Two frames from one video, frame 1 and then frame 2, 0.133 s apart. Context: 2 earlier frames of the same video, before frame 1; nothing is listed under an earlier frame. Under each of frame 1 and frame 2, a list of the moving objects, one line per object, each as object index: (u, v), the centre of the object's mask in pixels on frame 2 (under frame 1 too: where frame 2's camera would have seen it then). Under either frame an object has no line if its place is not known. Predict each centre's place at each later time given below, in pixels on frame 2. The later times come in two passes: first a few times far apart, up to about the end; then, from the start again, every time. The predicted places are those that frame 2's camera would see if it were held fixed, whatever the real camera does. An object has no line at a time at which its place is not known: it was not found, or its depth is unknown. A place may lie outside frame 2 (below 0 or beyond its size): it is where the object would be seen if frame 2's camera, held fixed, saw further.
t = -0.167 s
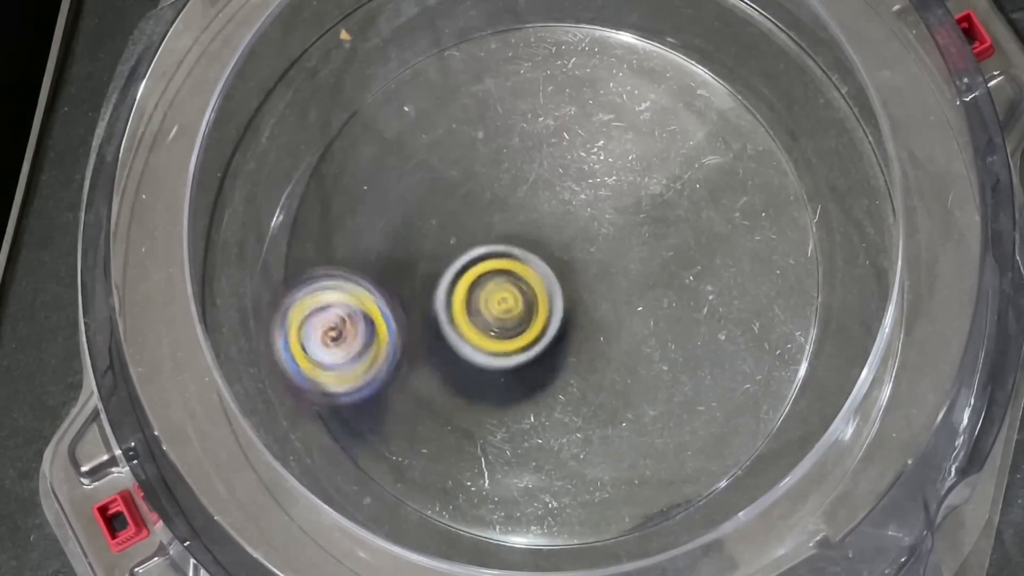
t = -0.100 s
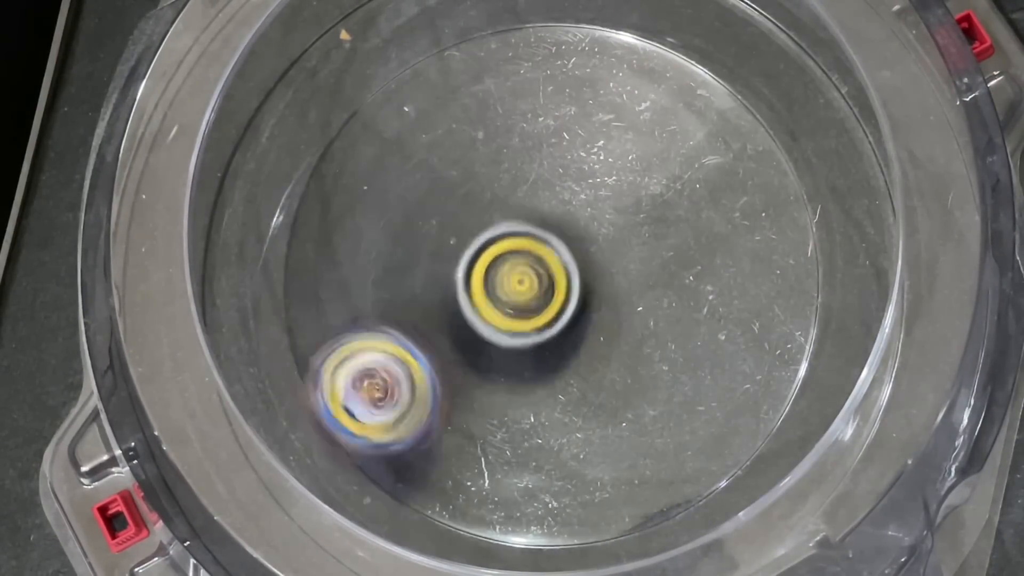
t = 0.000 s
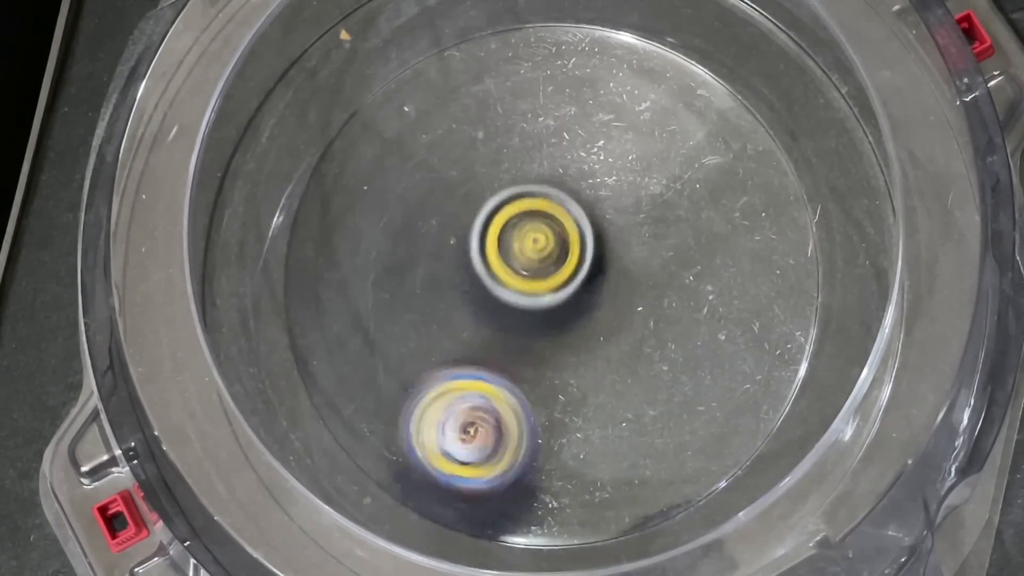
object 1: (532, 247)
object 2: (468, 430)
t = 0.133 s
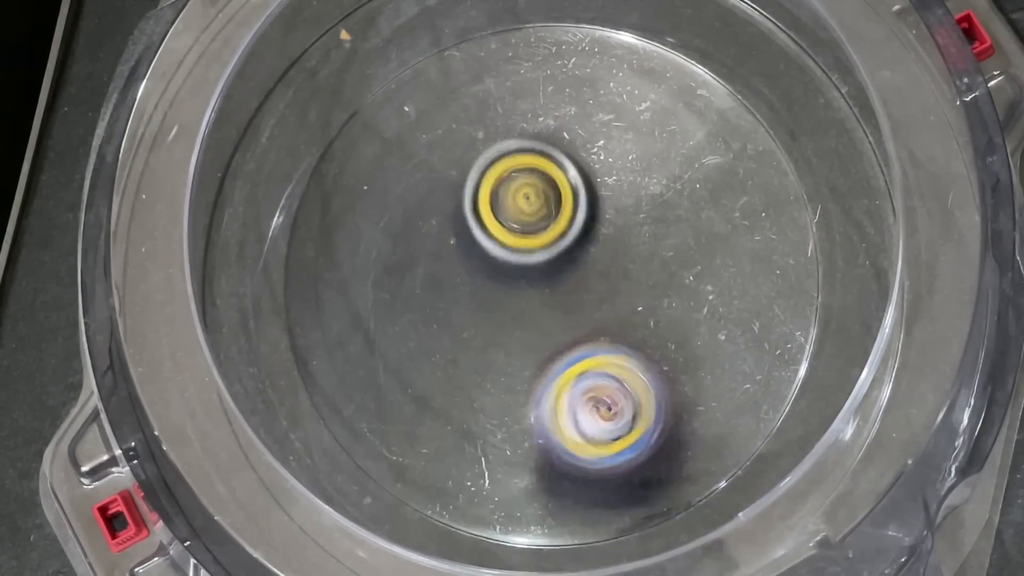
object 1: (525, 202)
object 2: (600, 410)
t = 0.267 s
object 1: (503, 184)
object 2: (694, 321)
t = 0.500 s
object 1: (505, 222)
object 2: (695, 118)
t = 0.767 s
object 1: (597, 254)
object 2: (467, 140)
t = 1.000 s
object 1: (621, 224)
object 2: (411, 343)
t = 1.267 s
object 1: (575, 264)
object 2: (601, 445)
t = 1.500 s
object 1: (533, 291)
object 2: (730, 287)
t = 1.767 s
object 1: (518, 339)
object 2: (611, 115)
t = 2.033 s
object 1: (551, 310)
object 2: (405, 208)
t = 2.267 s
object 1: (521, 253)
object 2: (434, 393)
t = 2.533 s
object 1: (494, 261)
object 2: (651, 364)
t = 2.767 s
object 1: (531, 269)
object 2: (676, 175)
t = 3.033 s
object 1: (565, 238)
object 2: (472, 137)
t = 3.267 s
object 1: (558, 235)
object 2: (425, 322)
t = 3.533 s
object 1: (569, 272)
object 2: (613, 404)
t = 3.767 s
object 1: (532, 253)
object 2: (729, 270)
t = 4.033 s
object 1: (507, 307)
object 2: (581, 146)
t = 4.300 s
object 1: (555, 301)
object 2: (401, 242)
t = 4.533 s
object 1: (558, 254)
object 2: (464, 390)
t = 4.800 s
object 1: (530, 246)
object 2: (655, 311)
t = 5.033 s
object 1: (536, 272)
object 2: (646, 148)
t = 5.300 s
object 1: (570, 279)
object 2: (464, 202)
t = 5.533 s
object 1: (619, 280)
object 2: (416, 354)
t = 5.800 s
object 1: (602, 250)
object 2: (596, 384)
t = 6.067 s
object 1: (528, 206)
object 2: (636, 262)
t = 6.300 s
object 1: (463, 256)
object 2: (589, 217)
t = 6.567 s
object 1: (391, 310)
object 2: (683, 317)
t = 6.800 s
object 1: (437, 318)
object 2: (614, 360)
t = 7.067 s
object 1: (495, 246)
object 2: (601, 314)
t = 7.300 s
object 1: (511, 205)
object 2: (620, 288)
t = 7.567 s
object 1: (548, 212)
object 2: (610, 317)
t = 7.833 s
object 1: (578, 228)
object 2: (526, 332)
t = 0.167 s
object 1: (520, 195)
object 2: (630, 391)
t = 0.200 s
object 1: (514, 188)
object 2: (654, 371)
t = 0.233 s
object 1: (508, 185)
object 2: (677, 349)
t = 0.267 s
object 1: (503, 184)
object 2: (694, 321)
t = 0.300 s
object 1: (499, 185)
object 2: (710, 294)
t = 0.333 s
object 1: (496, 187)
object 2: (721, 263)
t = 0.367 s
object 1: (495, 191)
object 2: (728, 233)
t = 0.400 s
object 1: (495, 196)
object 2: (730, 202)
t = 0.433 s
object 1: (496, 204)
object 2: (725, 170)
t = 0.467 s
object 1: (500, 212)
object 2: (714, 143)
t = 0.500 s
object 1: (505, 222)
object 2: (695, 118)
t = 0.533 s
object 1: (514, 231)
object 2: (672, 99)
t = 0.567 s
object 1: (524, 240)
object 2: (643, 86)
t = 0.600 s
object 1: (536, 247)
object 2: (611, 81)
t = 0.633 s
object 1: (549, 253)
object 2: (580, 81)
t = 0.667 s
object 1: (562, 256)
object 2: (548, 89)
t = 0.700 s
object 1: (574, 257)
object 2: (518, 98)
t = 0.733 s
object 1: (586, 257)
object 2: (489, 117)
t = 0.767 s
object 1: (597, 254)
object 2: (467, 140)
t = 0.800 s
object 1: (607, 251)
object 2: (446, 167)
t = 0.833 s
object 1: (615, 246)
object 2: (429, 194)
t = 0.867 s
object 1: (621, 241)
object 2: (418, 224)
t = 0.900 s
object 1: (624, 235)
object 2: (410, 253)
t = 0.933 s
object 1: (625, 230)
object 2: (406, 282)
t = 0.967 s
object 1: (624, 227)
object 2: (406, 312)
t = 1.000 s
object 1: (621, 224)
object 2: (411, 343)
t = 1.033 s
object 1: (617, 223)
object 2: (421, 374)
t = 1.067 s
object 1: (611, 223)
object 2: (437, 398)
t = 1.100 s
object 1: (604, 225)
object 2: (456, 424)
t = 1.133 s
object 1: (597, 229)
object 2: (479, 441)
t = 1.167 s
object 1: (590, 236)
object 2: (508, 454)
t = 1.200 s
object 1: (584, 243)
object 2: (539, 459)
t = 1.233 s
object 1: (579, 254)
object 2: (570, 456)
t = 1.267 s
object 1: (575, 264)
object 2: (601, 445)
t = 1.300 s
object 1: (572, 276)
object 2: (628, 427)
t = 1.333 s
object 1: (572, 287)
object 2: (650, 404)
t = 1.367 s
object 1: (572, 298)
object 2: (665, 377)
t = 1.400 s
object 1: (567, 301)
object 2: (683, 354)
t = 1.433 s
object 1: (554, 296)
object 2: (708, 337)
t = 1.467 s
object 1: (542, 292)
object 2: (724, 313)
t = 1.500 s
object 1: (533, 291)
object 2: (730, 287)
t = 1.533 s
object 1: (526, 294)
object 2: (733, 258)
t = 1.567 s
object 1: (520, 299)
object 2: (730, 230)
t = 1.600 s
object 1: (515, 306)
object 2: (723, 202)
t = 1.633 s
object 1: (513, 314)
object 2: (710, 174)
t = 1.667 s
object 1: (511, 322)
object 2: (690, 152)
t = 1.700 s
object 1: (511, 329)
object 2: (667, 138)
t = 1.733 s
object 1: (514, 335)
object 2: (638, 124)
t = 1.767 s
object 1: (518, 339)
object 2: (611, 115)
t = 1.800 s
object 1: (523, 341)
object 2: (580, 111)
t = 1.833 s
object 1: (528, 341)
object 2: (549, 111)
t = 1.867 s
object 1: (533, 340)
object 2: (520, 116)
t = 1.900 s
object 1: (538, 337)
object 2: (491, 127)
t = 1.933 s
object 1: (543, 332)
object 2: (464, 143)
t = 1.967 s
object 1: (547, 326)
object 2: (441, 162)
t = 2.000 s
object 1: (549, 319)
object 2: (422, 183)
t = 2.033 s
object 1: (551, 310)
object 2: (405, 208)
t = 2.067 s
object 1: (551, 301)
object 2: (393, 234)
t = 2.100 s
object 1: (549, 291)
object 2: (386, 261)
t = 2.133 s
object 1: (545, 282)
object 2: (384, 290)
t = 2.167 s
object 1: (541, 272)
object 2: (389, 318)
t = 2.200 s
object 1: (535, 264)
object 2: (397, 347)
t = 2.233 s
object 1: (528, 258)
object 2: (413, 372)
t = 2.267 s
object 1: (521, 253)
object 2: (434, 393)
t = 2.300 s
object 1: (514, 250)
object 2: (459, 409)
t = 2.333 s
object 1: (508, 249)
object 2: (488, 419)
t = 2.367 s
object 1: (502, 249)
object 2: (519, 424)
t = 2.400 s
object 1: (498, 250)
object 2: (549, 423)
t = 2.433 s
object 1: (496, 252)
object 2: (579, 415)
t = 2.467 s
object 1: (494, 254)
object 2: (607, 403)
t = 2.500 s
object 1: (493, 257)
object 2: (632, 385)
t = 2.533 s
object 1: (494, 261)
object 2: (651, 364)
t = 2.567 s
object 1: (497, 264)
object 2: (669, 342)
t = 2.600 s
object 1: (500, 266)
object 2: (682, 313)
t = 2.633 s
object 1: (506, 269)
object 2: (690, 286)
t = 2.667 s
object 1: (512, 270)
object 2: (694, 257)
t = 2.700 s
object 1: (518, 270)
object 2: (691, 229)
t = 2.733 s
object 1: (525, 270)
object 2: (686, 200)
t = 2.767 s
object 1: (531, 269)
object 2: (676, 175)
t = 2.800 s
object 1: (538, 266)
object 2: (660, 153)
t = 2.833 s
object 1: (545, 263)
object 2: (637, 134)
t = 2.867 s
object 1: (551, 259)
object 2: (610, 118)
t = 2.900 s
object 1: (556, 254)
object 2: (584, 111)
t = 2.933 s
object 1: (560, 250)
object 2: (555, 107)
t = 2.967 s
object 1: (563, 245)
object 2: (525, 111)
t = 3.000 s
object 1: (564, 241)
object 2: (497, 121)
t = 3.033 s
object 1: (565, 238)
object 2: (472, 137)
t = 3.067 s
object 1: (565, 235)
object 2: (452, 159)
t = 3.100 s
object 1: (564, 233)
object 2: (434, 183)
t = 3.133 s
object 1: (563, 231)
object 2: (424, 210)
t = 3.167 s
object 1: (562, 231)
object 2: (417, 238)
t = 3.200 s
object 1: (561, 231)
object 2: (414, 267)
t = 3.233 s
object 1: (559, 232)
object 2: (418, 293)
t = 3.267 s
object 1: (558, 235)
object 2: (425, 322)
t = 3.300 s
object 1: (557, 239)
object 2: (437, 348)
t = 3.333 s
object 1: (557, 244)
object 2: (455, 370)
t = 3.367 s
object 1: (558, 249)
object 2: (476, 389)
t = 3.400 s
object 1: (559, 254)
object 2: (501, 403)
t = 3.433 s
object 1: (561, 259)
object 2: (526, 413)
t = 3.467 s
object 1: (563, 264)
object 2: (556, 417)
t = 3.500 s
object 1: (566, 268)
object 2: (586, 413)
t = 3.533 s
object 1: (569, 272)
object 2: (613, 404)
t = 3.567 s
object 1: (571, 275)
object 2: (637, 389)
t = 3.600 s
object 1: (574, 278)
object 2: (657, 368)
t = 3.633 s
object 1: (574, 279)
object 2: (672, 344)
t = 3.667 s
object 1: (565, 269)
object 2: (696, 329)
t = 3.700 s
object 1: (553, 258)
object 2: (716, 313)
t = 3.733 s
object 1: (541, 253)
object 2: (726, 295)
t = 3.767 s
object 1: (532, 253)
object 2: (729, 270)
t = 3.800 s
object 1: (522, 257)
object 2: (727, 243)
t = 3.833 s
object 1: (514, 262)
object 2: (720, 218)
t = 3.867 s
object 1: (508, 269)
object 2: (704, 197)
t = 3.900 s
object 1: (503, 277)
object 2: (684, 178)
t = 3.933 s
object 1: (501, 286)
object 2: (663, 163)
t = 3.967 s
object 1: (501, 294)
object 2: (636, 155)
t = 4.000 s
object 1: (503, 301)
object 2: (610, 148)
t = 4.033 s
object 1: (507, 307)
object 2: (581, 146)
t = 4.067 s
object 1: (512, 311)
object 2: (552, 146)
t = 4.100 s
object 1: (519, 314)
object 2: (525, 152)
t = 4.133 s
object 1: (525, 315)
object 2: (500, 157)
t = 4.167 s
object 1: (532, 315)
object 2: (476, 168)
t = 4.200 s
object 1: (539, 313)
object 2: (452, 184)
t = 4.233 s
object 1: (545, 310)
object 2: (432, 202)
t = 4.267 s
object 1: (551, 306)
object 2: (416, 220)
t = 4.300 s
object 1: (555, 301)
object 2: (401, 242)
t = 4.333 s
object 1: (559, 294)
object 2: (393, 264)
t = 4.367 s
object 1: (562, 287)
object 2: (389, 291)
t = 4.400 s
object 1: (564, 280)
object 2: (391, 318)
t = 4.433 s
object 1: (564, 272)
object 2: (400, 342)
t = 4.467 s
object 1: (563, 265)
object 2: (417, 363)
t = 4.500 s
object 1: (561, 259)
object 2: (439, 379)
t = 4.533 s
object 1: (558, 254)
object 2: (464, 390)
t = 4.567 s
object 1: (555, 250)
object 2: (494, 396)
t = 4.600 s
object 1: (551, 247)
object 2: (522, 396)
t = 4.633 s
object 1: (547, 244)
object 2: (549, 391)
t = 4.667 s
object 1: (543, 243)
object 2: (576, 380)
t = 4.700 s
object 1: (539, 242)
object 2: (599, 368)
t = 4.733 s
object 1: (536, 243)
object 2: (622, 352)
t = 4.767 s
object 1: (533, 244)
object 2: (639, 332)
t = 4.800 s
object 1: (530, 246)
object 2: (655, 311)
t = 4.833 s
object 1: (528, 249)
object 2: (667, 287)
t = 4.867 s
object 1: (527, 253)
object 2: (676, 262)
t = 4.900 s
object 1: (527, 257)
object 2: (680, 237)
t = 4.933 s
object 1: (528, 261)
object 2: (681, 211)
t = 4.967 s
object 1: (529, 265)
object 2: (677, 187)
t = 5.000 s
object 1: (532, 269)
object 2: (665, 165)
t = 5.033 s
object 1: (536, 272)
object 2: (646, 148)
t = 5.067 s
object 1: (540, 275)
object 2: (626, 134)
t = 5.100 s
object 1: (544, 277)
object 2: (600, 128)
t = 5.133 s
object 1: (549, 278)
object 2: (570, 127)
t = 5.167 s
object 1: (553, 279)
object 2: (544, 134)
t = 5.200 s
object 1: (558, 279)
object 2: (520, 146)
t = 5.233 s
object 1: (562, 279)
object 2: (499, 163)
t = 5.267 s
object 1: (566, 278)
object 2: (480, 182)
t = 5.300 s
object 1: (570, 279)
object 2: (464, 202)
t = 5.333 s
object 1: (582, 286)
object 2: (443, 217)
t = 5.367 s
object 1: (592, 290)
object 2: (428, 235)
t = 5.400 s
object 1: (600, 290)
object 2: (420, 255)
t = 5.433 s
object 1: (608, 289)
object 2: (412, 279)
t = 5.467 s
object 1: (613, 286)
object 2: (410, 303)
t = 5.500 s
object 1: (617, 283)
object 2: (410, 329)
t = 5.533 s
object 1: (619, 280)
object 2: (416, 354)
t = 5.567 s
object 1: (619, 277)
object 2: (432, 374)
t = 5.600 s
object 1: (618, 274)
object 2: (453, 389)
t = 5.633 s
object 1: (617, 272)
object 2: (479, 400)
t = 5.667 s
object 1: (614, 269)
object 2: (505, 403)
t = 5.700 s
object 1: (609, 268)
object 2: (531, 400)
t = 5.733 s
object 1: (604, 267)
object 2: (558, 392)
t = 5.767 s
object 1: (600, 264)
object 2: (582, 381)
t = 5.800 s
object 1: (602, 250)
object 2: (596, 384)
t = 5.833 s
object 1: (604, 233)
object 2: (600, 383)
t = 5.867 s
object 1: (600, 221)
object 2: (606, 375)
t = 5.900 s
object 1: (591, 212)
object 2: (614, 362)
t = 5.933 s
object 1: (580, 206)
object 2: (623, 348)
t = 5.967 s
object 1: (568, 202)
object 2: (633, 328)
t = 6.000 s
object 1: (555, 201)
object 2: (638, 304)
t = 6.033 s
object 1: (542, 202)
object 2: (640, 284)
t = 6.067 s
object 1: (528, 206)
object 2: (636, 262)
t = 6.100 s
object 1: (513, 208)
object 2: (633, 249)
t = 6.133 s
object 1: (496, 208)
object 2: (637, 242)
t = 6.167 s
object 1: (484, 213)
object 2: (635, 235)
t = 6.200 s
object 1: (476, 222)
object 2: (630, 225)
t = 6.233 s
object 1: (469, 233)
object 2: (621, 217)
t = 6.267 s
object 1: (466, 245)
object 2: (605, 215)
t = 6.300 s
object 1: (463, 256)
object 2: (589, 217)
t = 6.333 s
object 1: (439, 260)
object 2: (610, 237)
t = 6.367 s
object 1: (412, 264)
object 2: (636, 250)
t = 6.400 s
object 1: (395, 269)
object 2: (659, 263)
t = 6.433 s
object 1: (388, 275)
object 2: (678, 281)
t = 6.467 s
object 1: (386, 284)
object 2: (688, 294)
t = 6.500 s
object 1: (386, 293)
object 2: (692, 303)
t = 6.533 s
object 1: (387, 302)
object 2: (689, 310)
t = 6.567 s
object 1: (391, 310)
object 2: (683, 317)
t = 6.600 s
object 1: (399, 318)
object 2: (673, 323)
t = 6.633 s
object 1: (408, 325)
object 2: (661, 328)
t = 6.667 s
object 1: (419, 331)
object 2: (646, 335)
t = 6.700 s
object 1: (432, 336)
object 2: (629, 339)
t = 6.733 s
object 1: (445, 339)
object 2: (608, 341)
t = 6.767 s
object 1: (449, 336)
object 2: (600, 345)
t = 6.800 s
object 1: (437, 318)
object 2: (614, 360)
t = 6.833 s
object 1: (432, 298)
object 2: (629, 368)
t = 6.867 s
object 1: (432, 279)
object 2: (635, 372)
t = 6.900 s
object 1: (437, 264)
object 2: (637, 371)
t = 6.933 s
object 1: (448, 254)
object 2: (635, 365)
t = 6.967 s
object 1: (461, 250)
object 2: (627, 357)
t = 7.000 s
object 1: (476, 248)
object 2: (618, 341)
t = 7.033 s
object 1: (489, 249)
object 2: (607, 325)
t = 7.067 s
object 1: (495, 246)
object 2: (601, 314)
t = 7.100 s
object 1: (492, 234)
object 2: (611, 309)
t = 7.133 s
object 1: (494, 225)
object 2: (615, 303)
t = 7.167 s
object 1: (499, 223)
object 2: (615, 295)
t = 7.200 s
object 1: (505, 222)
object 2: (611, 287)
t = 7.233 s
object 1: (506, 214)
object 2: (619, 286)
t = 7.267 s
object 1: (506, 208)
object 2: (622, 287)
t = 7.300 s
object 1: (511, 205)
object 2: (620, 288)
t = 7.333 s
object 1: (515, 205)
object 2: (619, 288)
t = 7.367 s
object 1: (520, 205)
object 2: (619, 288)
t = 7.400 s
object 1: (525, 206)
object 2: (619, 287)
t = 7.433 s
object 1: (529, 206)
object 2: (621, 289)
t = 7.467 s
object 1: (533, 204)
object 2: (619, 296)
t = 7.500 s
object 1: (539, 205)
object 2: (617, 303)
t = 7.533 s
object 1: (542, 208)
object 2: (612, 309)
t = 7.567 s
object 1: (548, 212)
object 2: (610, 317)
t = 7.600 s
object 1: (552, 212)
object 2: (606, 328)
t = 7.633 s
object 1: (555, 215)
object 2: (595, 335)
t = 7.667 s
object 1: (559, 217)
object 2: (581, 337)
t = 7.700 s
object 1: (563, 219)
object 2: (568, 345)
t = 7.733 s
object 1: (567, 221)
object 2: (555, 343)
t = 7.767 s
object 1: (571, 224)
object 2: (546, 336)
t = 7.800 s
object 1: (574, 226)
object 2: (537, 332)
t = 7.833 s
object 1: (578, 228)
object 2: (526, 332)
